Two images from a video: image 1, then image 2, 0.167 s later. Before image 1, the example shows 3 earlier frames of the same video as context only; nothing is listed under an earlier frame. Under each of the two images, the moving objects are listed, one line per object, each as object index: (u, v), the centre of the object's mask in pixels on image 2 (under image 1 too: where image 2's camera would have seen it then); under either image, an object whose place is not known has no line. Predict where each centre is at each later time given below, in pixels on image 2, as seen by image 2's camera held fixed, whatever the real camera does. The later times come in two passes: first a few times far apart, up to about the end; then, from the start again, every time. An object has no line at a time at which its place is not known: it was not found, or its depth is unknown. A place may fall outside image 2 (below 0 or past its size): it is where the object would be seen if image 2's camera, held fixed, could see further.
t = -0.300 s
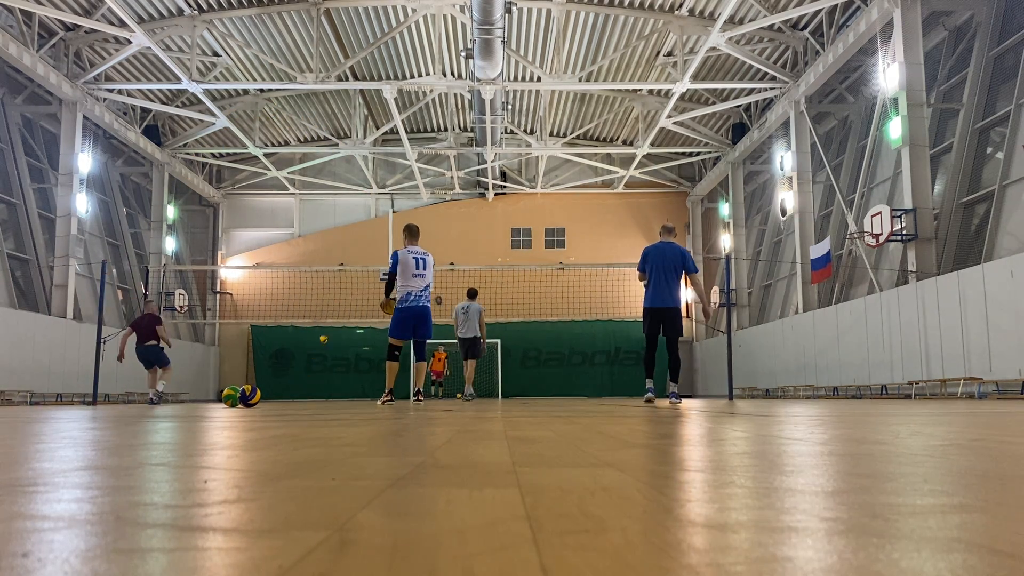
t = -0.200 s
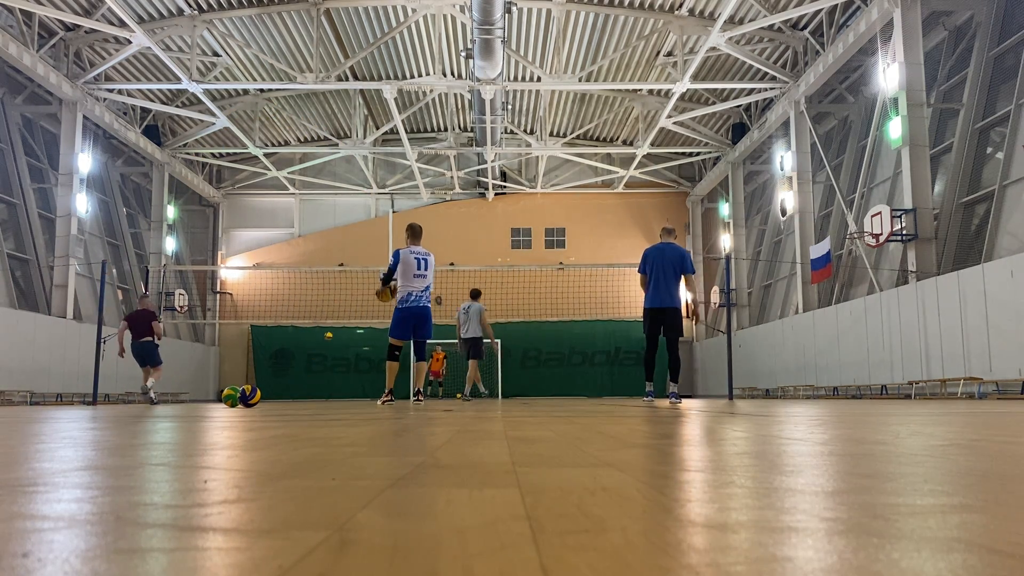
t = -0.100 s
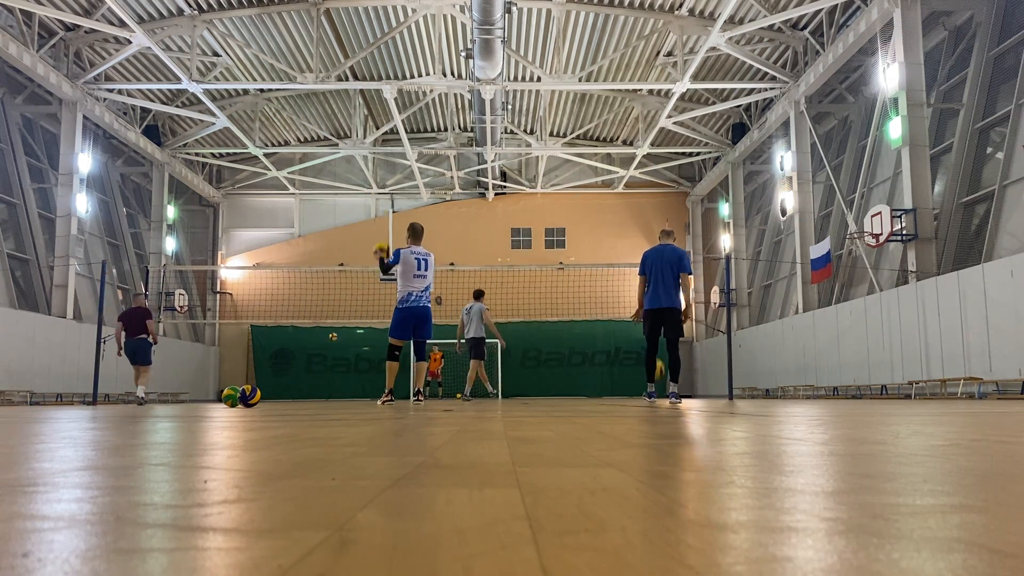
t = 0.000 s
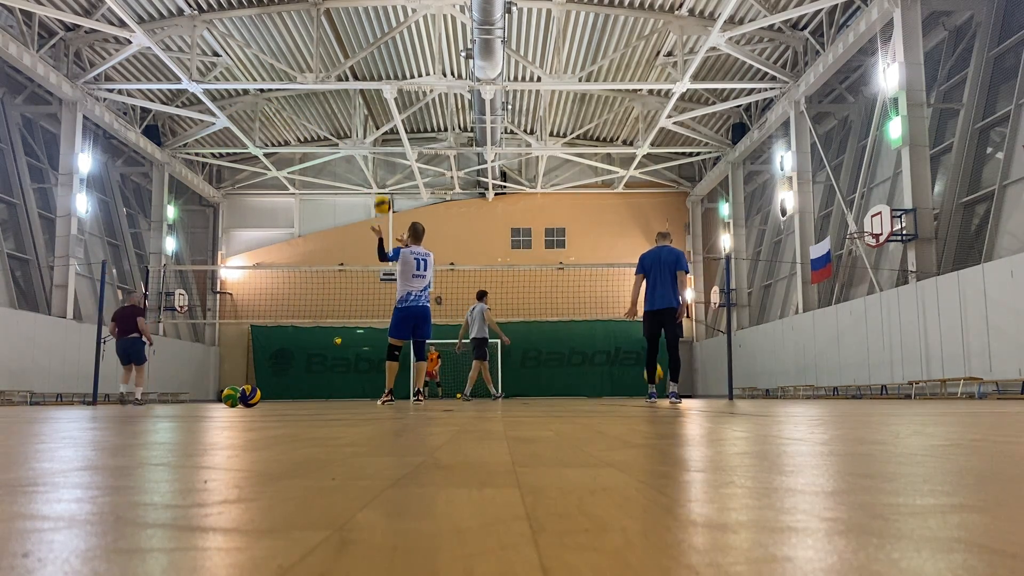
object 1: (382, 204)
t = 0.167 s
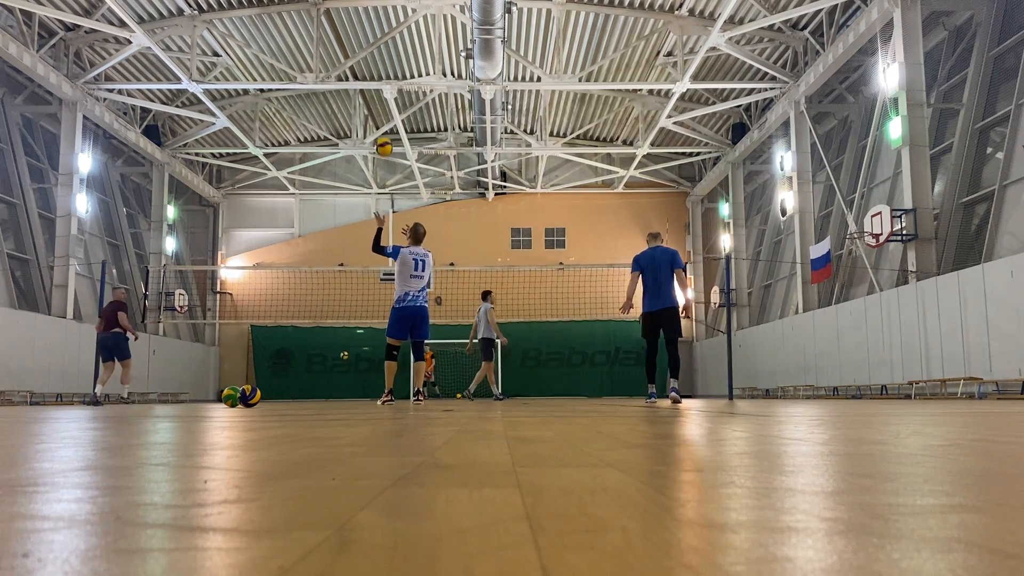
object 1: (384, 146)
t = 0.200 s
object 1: (384, 138)
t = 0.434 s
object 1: (386, 104)
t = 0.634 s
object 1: (388, 110)
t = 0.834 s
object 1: (390, 149)
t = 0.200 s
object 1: (384, 138)
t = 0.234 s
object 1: (385, 131)
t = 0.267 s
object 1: (385, 124)
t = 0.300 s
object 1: (385, 118)
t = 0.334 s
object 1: (386, 113)
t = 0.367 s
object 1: (386, 109)
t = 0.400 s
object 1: (386, 106)
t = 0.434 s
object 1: (386, 104)
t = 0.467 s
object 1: (387, 103)
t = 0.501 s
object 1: (387, 102)
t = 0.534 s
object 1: (387, 103)
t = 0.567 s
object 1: (388, 104)
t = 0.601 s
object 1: (388, 106)
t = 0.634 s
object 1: (388, 110)
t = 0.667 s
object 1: (389, 114)
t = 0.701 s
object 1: (389, 119)
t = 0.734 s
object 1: (389, 125)
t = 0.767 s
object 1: (389, 132)
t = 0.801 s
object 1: (390, 139)
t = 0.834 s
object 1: (390, 149)
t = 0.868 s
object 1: (390, 158)
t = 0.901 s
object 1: (391, 168)
